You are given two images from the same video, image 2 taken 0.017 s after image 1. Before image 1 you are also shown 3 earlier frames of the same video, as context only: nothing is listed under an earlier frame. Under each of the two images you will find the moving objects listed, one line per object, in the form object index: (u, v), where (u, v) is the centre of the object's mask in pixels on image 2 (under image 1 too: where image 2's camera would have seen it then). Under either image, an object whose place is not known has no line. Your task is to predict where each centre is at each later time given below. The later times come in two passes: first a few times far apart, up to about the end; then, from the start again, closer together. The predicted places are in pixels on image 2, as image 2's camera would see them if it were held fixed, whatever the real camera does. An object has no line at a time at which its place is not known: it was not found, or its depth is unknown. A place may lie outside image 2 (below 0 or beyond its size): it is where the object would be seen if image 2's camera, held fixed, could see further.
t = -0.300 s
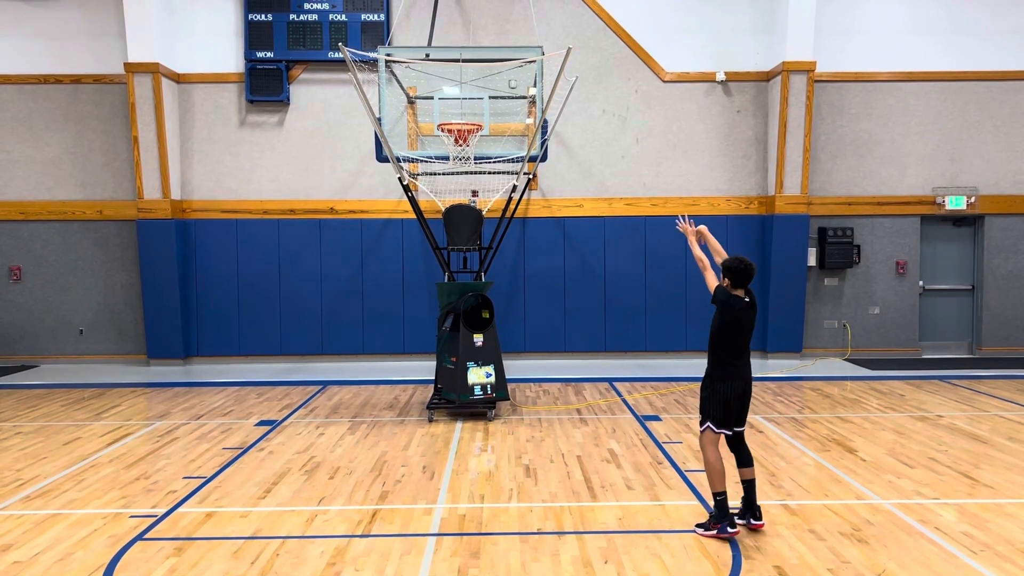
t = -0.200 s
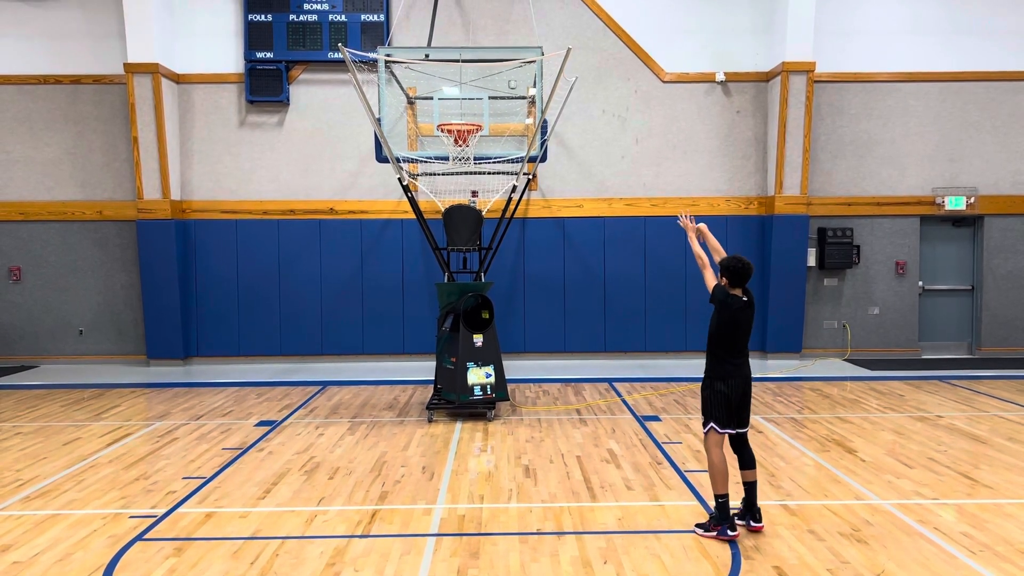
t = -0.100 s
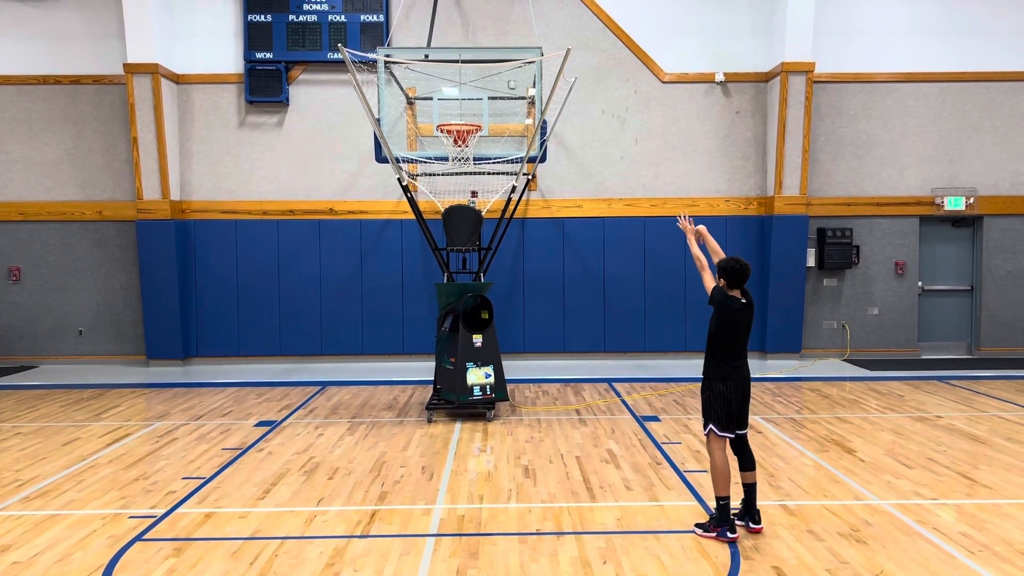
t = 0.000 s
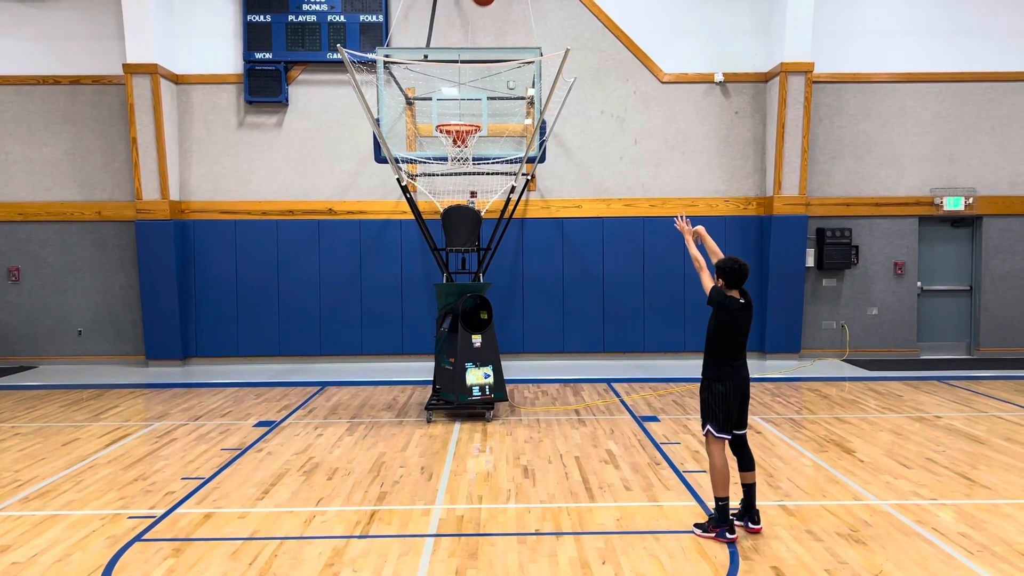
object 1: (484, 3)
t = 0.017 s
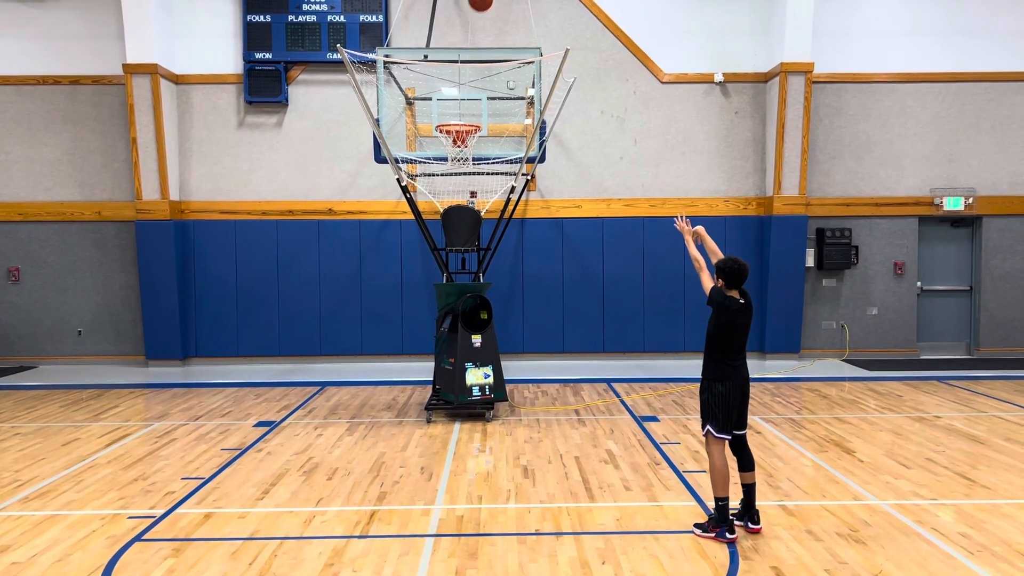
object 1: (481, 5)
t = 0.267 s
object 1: (445, 103)
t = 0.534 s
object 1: (397, 134)
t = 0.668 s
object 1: (417, 107)
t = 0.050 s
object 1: (475, 11)
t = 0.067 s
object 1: (473, 15)
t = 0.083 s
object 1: (470, 22)
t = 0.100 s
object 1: (468, 29)
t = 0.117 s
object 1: (465, 35)
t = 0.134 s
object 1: (463, 42)
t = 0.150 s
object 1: (461, 49)
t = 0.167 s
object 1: (458, 55)
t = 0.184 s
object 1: (456, 63)
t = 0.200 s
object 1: (454, 71)
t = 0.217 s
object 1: (452, 79)
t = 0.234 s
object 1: (449, 87)
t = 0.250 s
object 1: (447, 95)
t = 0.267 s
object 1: (445, 103)
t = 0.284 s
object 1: (443, 111)
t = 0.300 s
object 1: (441, 120)
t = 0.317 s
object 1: (437, 122)
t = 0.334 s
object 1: (432, 125)
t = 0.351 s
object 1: (427, 127)
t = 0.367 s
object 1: (423, 130)
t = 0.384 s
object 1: (418, 133)
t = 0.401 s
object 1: (413, 137)
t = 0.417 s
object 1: (408, 139)
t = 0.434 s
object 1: (404, 143)
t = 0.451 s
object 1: (400, 145)
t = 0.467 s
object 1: (397, 146)
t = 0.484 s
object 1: (396, 145)
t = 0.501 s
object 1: (395, 142)
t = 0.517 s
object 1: (396, 138)
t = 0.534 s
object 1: (397, 134)
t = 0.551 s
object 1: (400, 130)
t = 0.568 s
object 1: (401, 126)
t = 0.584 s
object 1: (404, 122)
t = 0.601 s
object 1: (406, 118)
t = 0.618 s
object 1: (409, 116)
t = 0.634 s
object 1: (412, 112)
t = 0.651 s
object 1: (414, 110)
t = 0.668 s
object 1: (417, 107)
